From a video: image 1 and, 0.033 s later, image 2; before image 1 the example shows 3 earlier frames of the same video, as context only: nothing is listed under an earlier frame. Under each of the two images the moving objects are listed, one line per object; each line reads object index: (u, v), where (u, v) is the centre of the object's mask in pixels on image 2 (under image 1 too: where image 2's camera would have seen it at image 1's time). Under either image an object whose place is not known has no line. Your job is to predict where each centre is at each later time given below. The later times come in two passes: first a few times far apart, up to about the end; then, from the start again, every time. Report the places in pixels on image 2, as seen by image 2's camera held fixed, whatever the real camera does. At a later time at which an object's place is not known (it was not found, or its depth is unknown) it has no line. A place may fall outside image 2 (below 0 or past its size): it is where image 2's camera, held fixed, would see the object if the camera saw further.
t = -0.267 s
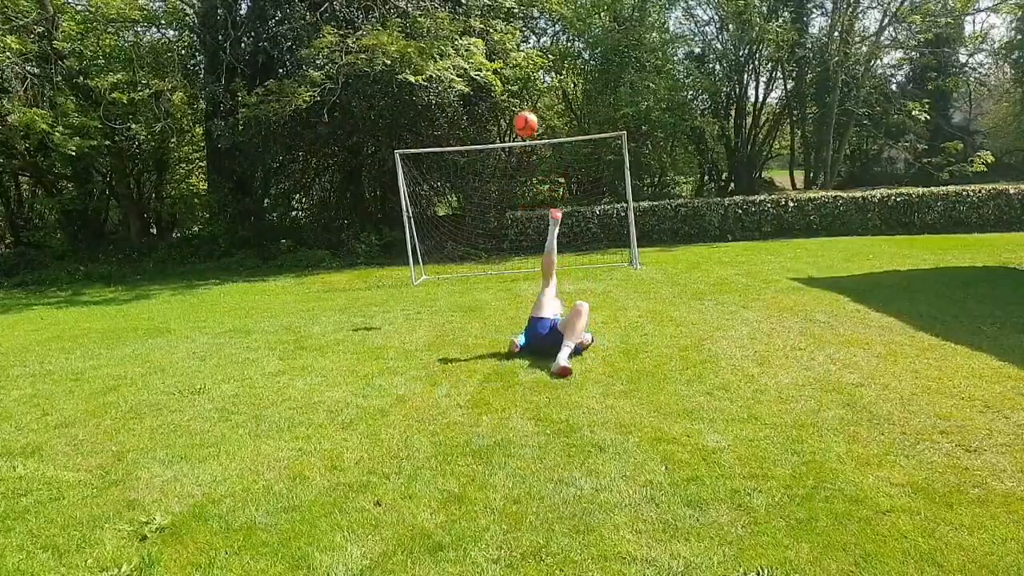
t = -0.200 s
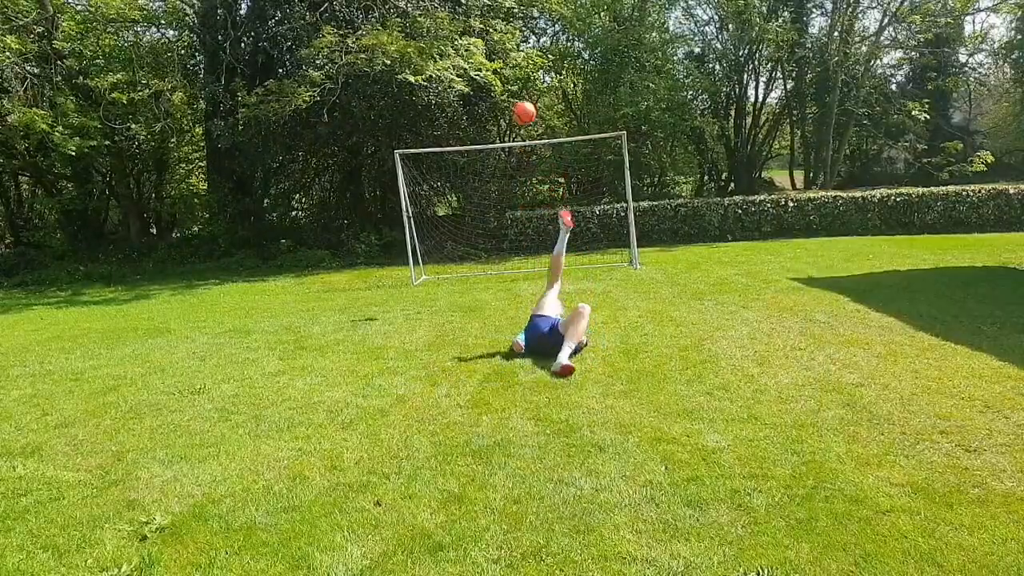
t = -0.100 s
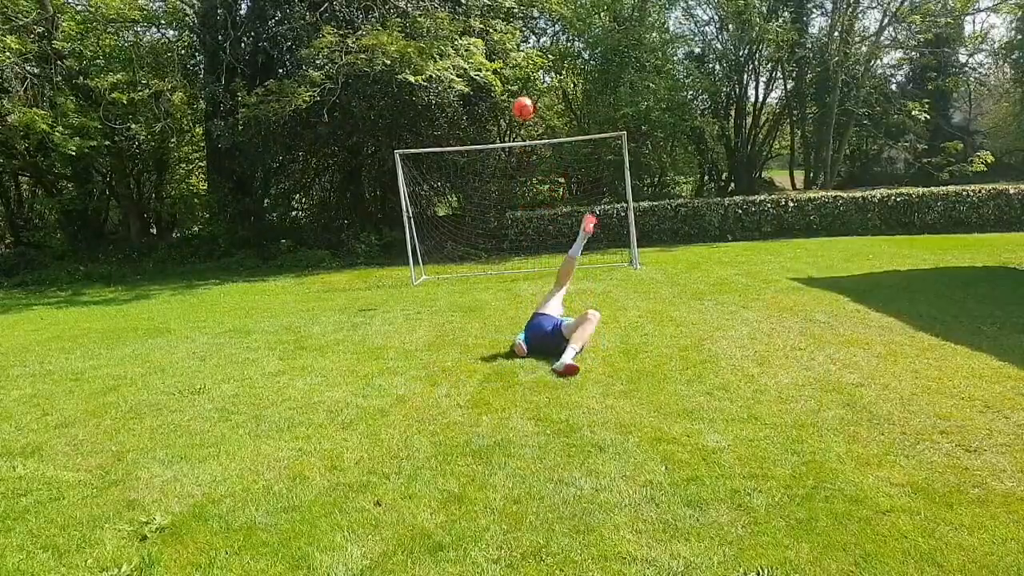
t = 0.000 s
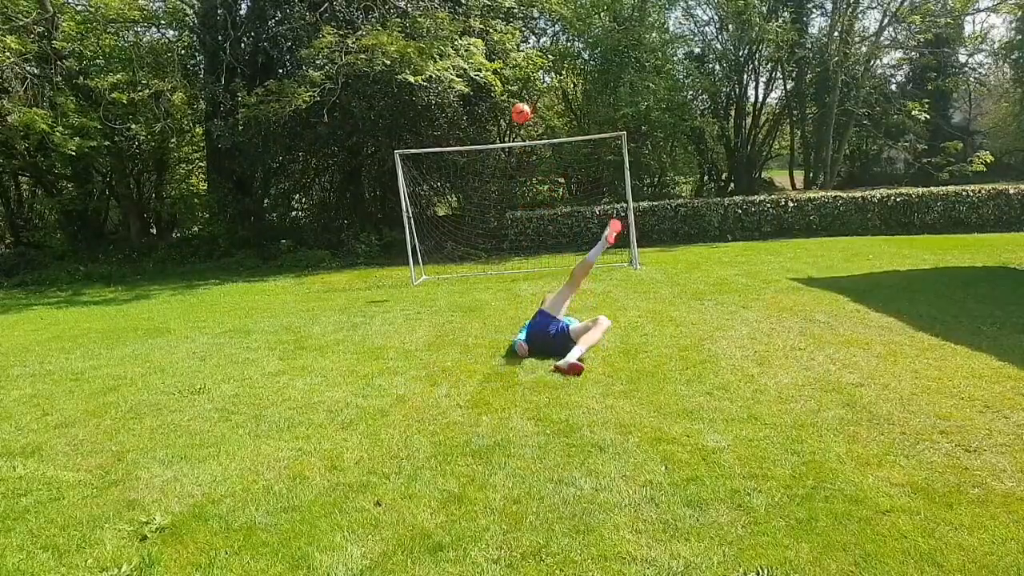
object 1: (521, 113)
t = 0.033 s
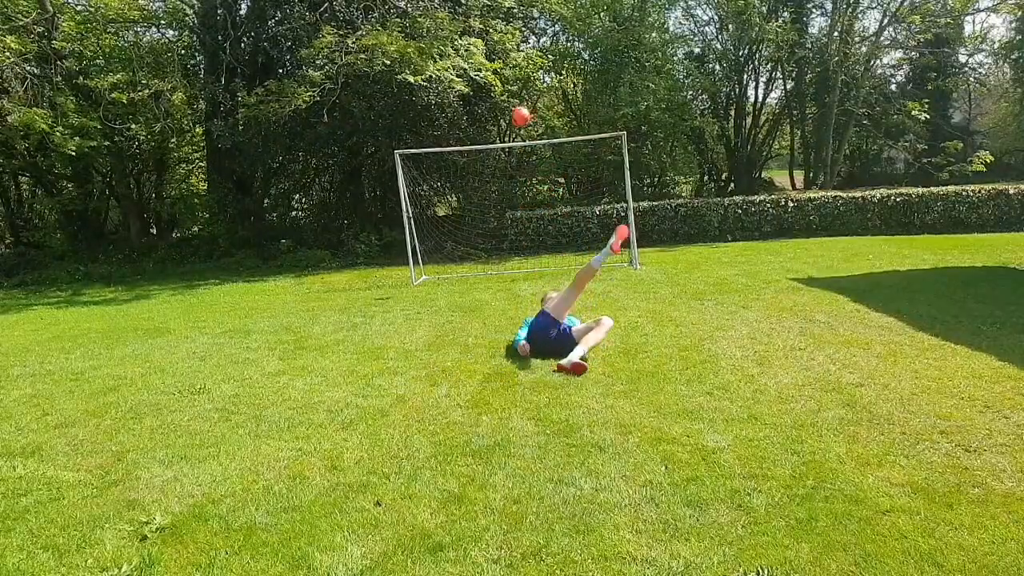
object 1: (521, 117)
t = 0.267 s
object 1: (516, 131)
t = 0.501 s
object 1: (507, 119)
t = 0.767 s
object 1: (496, 164)
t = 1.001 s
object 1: (487, 260)
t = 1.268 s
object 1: (474, 247)
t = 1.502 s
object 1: (460, 232)
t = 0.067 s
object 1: (520, 121)
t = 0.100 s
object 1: (520, 126)
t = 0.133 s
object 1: (520, 132)
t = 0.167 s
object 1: (519, 138)
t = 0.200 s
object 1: (519, 140)
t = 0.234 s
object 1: (518, 135)
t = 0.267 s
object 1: (516, 131)
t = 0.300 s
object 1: (514, 126)
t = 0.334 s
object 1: (514, 124)
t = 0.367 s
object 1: (513, 122)
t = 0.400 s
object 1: (511, 120)
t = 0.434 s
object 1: (510, 119)
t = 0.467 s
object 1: (509, 119)
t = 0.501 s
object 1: (507, 119)
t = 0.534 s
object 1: (506, 121)
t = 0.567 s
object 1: (505, 124)
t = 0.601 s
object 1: (503, 127)
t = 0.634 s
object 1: (502, 132)
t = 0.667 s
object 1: (501, 138)
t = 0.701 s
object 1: (499, 146)
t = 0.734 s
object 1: (498, 155)
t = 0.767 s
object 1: (496, 164)
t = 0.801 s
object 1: (495, 174)
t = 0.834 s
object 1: (494, 186)
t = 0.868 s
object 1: (492, 199)
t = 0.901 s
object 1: (491, 212)
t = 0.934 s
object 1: (489, 227)
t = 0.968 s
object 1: (488, 244)
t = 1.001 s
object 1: (487, 260)
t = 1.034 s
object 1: (486, 280)
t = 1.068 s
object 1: (484, 296)
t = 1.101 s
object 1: (483, 288)
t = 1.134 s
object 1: (481, 278)
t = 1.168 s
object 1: (479, 268)
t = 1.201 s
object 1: (477, 260)
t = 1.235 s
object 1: (475, 253)
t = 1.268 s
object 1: (474, 247)
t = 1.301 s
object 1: (471, 242)
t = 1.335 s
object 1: (469, 238)
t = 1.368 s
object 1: (467, 234)
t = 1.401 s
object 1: (466, 232)
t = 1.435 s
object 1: (464, 231)
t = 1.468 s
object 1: (462, 231)
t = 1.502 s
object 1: (460, 232)
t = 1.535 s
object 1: (458, 234)
